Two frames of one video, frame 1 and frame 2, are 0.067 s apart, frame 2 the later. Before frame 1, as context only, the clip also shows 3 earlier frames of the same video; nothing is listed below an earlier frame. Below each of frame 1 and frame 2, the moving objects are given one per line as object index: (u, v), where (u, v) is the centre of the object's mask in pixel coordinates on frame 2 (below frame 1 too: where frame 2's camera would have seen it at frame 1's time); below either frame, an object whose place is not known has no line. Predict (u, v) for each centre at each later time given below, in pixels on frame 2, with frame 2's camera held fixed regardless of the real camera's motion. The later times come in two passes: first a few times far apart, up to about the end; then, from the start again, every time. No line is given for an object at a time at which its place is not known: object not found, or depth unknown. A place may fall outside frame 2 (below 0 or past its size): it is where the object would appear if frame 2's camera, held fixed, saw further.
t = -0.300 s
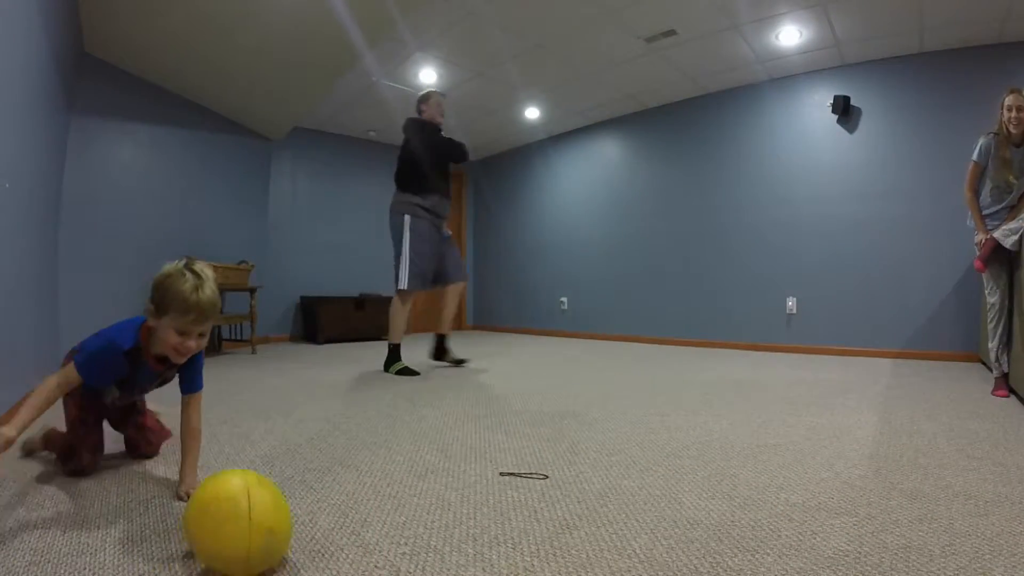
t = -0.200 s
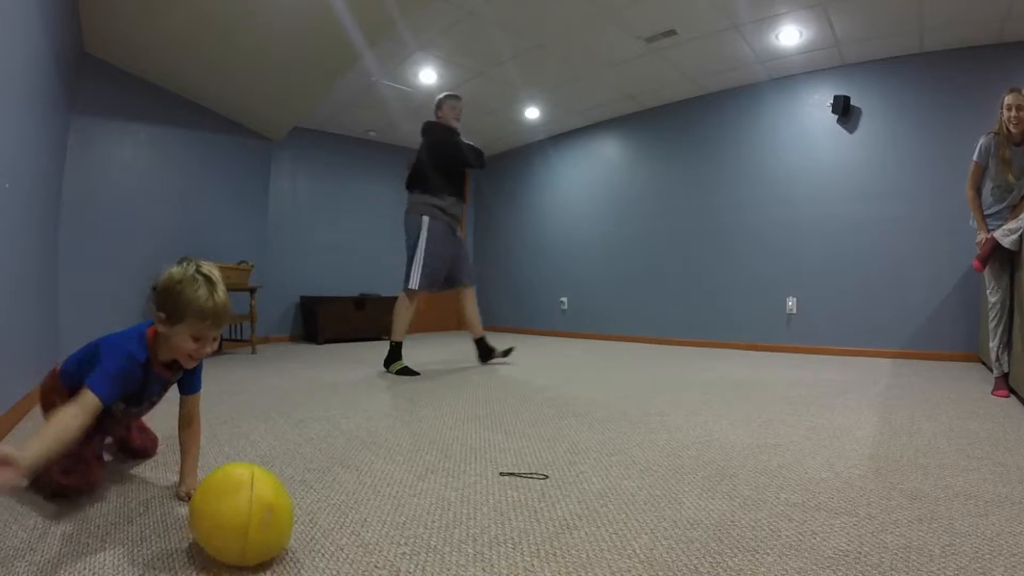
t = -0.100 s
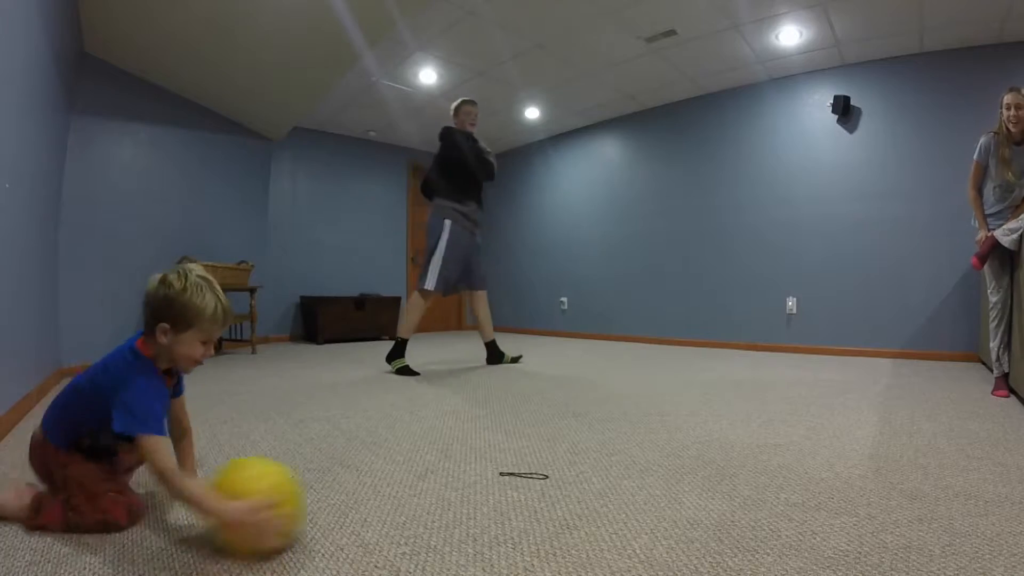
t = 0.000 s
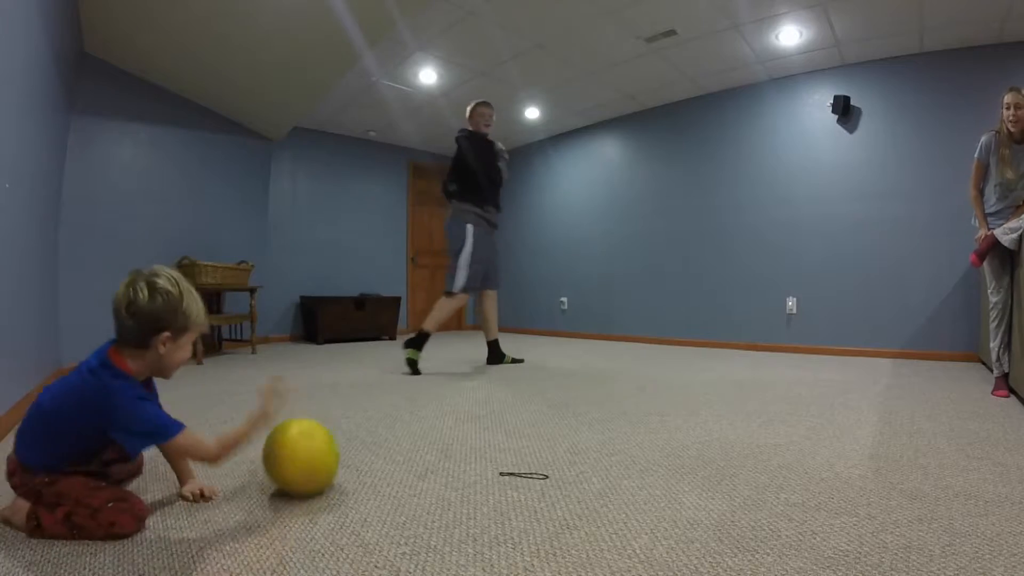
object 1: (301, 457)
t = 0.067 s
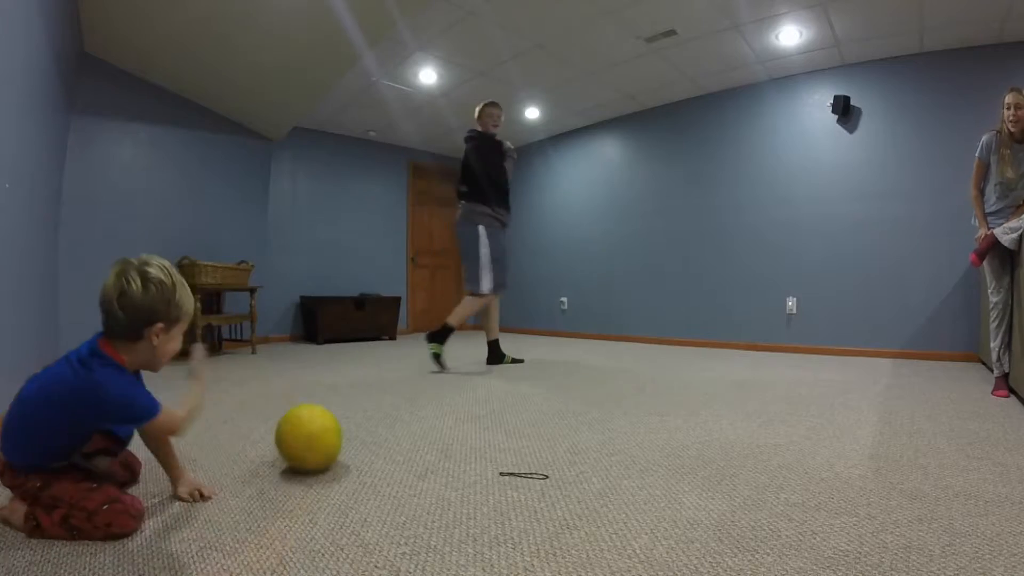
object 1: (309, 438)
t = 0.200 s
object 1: (321, 411)
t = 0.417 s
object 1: (334, 383)
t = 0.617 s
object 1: (341, 367)
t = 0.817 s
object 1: (346, 357)
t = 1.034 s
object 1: (350, 349)
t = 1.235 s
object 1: (352, 343)
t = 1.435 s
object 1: (354, 338)
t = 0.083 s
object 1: (310, 434)
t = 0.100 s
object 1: (312, 429)
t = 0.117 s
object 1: (314, 426)
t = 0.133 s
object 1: (315, 422)
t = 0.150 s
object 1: (317, 419)
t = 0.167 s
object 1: (319, 416)
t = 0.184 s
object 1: (320, 414)
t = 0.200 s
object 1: (321, 411)
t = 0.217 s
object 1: (323, 408)
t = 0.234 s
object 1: (324, 405)
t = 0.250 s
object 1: (325, 403)
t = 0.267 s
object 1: (326, 401)
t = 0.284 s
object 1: (327, 398)
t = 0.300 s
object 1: (328, 396)
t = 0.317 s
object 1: (329, 394)
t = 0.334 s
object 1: (329, 392)
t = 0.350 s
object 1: (330, 390)
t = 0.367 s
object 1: (331, 388)
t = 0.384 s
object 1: (332, 387)
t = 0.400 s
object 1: (333, 385)
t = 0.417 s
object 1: (334, 383)
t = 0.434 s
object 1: (335, 382)
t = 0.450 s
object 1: (335, 381)
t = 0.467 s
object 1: (336, 379)
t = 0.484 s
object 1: (337, 377)
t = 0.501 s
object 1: (337, 376)
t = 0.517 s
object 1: (338, 375)
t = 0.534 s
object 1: (338, 373)
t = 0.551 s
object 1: (339, 372)
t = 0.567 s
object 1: (340, 371)
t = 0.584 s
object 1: (340, 370)
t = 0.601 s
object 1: (341, 369)
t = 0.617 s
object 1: (341, 367)
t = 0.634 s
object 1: (342, 366)
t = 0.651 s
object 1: (342, 366)
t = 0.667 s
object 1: (343, 364)
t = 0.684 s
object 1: (343, 363)
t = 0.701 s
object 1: (344, 362)
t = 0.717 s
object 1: (344, 362)
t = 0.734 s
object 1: (344, 361)
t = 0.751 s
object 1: (345, 360)
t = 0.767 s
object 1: (345, 359)
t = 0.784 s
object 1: (345, 358)
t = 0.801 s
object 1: (346, 357)
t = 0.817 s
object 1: (346, 357)
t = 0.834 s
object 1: (346, 356)
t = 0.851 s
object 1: (347, 355)
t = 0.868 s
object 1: (347, 355)
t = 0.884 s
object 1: (347, 354)
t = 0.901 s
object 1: (348, 353)
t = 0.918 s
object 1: (348, 352)
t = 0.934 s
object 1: (348, 352)
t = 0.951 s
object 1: (348, 352)
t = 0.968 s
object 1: (349, 351)
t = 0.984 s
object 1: (349, 350)
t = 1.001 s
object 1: (349, 350)
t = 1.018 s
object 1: (350, 349)
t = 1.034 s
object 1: (350, 349)
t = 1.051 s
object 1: (350, 348)
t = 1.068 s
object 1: (350, 347)
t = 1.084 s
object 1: (350, 347)
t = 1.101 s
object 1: (351, 346)
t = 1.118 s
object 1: (351, 346)
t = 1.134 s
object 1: (351, 345)
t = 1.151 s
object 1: (351, 345)
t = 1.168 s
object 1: (351, 345)
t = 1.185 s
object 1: (351, 344)
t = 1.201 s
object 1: (352, 343)
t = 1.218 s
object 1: (352, 343)
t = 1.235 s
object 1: (352, 343)
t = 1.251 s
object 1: (352, 342)
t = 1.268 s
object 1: (352, 342)
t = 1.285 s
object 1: (352, 342)
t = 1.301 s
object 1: (353, 341)
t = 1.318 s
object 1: (353, 341)
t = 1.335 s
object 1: (353, 341)
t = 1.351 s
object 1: (353, 340)
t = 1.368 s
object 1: (353, 340)
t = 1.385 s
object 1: (353, 340)
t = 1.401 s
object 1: (354, 339)
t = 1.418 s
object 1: (354, 339)
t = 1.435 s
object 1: (354, 338)
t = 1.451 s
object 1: (354, 338)
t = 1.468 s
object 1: (354, 338)
